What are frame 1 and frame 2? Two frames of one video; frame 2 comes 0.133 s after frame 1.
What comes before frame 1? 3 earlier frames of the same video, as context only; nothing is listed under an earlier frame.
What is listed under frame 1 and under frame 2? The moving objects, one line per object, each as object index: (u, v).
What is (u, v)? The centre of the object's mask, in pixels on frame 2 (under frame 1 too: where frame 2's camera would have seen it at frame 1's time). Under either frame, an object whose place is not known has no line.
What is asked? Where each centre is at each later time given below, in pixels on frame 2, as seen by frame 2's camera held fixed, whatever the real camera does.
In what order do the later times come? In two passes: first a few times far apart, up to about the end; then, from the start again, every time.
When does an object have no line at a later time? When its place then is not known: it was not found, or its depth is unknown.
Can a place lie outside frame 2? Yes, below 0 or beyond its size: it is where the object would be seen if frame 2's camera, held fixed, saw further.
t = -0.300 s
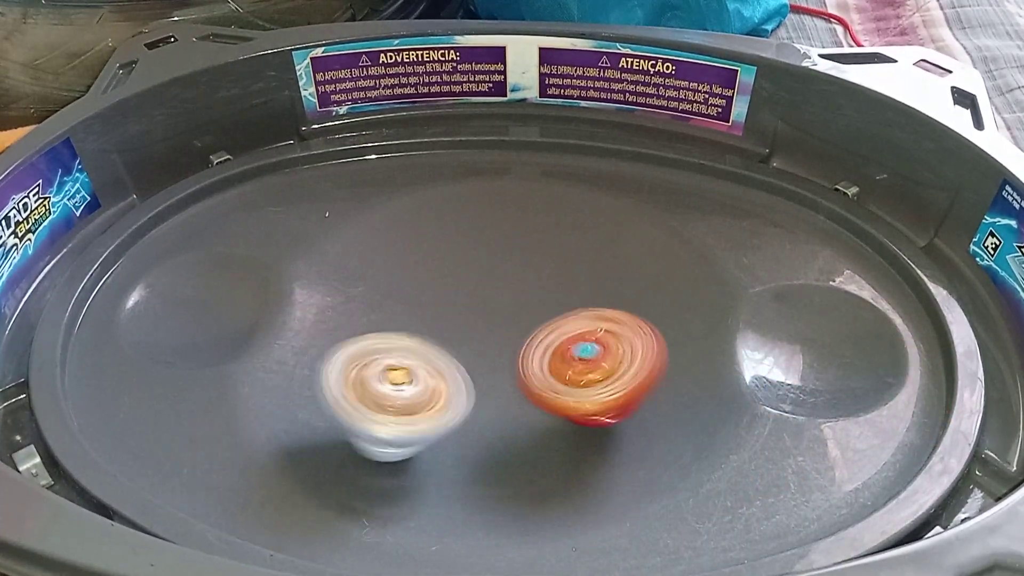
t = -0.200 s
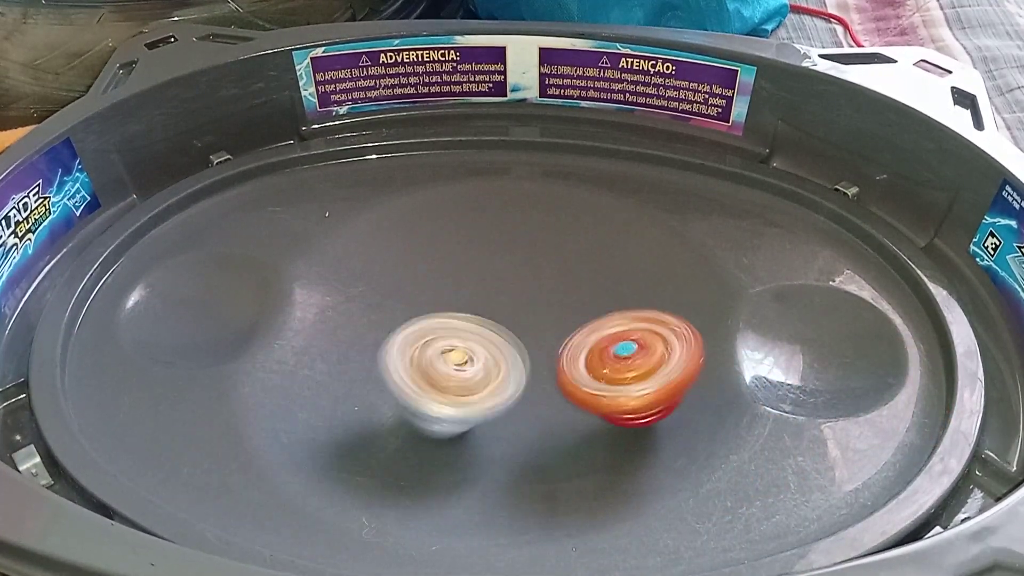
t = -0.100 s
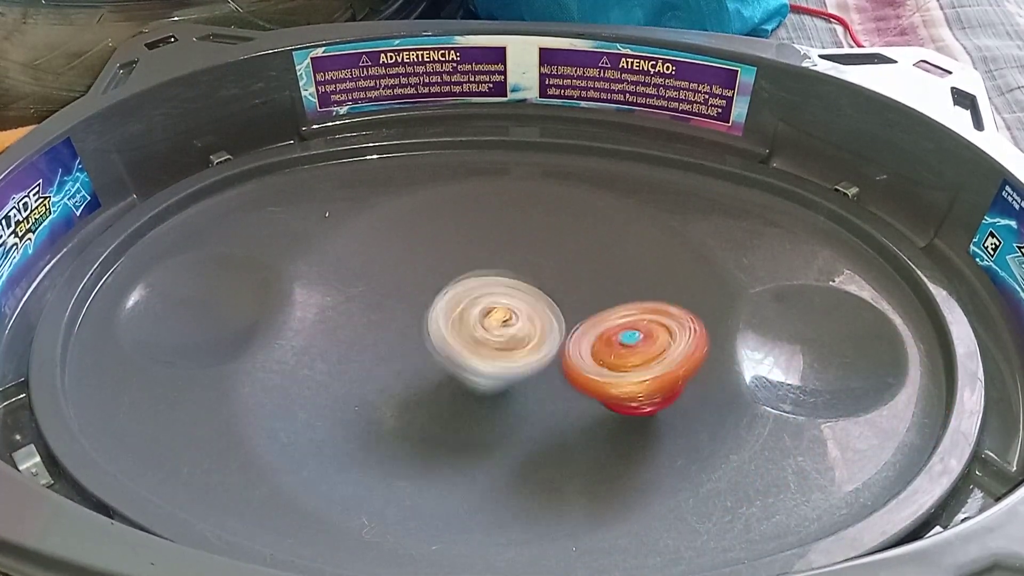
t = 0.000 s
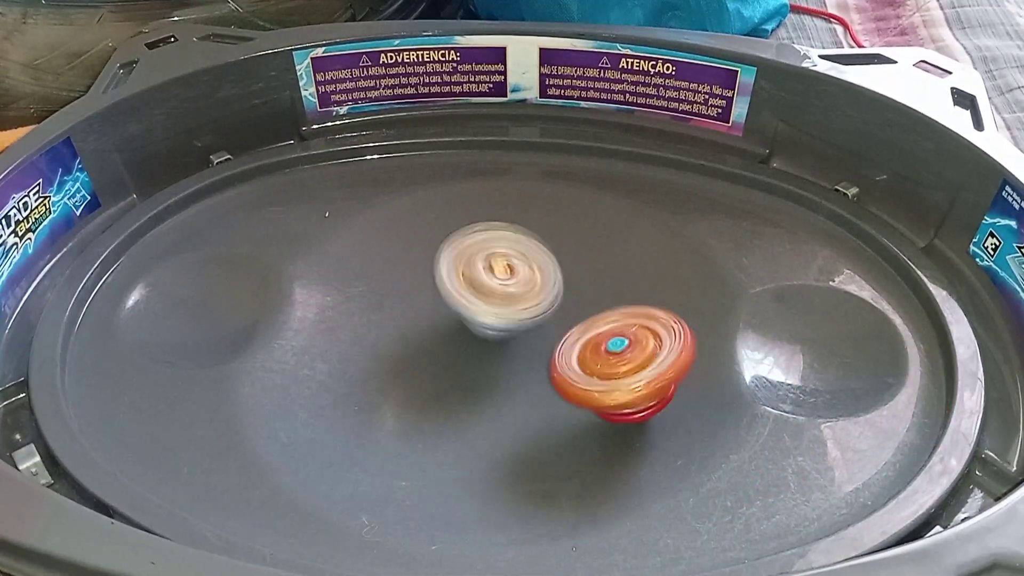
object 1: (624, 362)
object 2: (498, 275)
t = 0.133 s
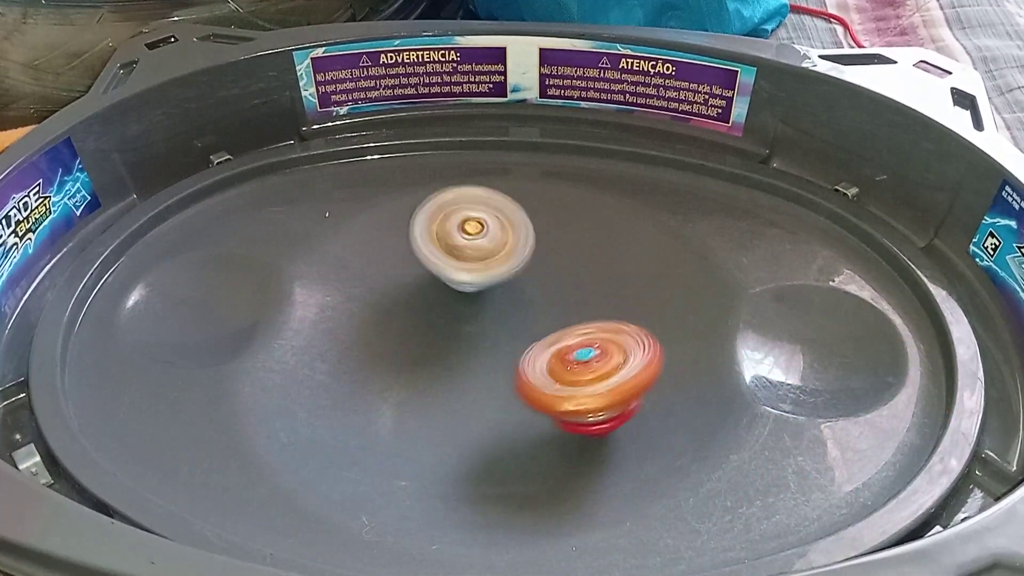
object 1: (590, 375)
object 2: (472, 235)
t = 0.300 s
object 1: (501, 392)
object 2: (448, 261)
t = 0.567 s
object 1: (361, 401)
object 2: (529, 312)
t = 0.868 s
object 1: (403, 348)
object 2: (584, 339)
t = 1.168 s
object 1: (491, 267)
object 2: (518, 371)
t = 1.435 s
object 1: (540, 278)
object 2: (423, 367)
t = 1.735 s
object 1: (564, 371)
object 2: (414, 332)
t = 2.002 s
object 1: (530, 417)
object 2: (478, 308)
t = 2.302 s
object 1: (427, 370)
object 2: (553, 303)
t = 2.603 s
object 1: (393, 296)
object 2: (541, 345)
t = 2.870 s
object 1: (461, 296)
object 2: (475, 390)
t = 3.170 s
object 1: (584, 300)
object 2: (409, 413)
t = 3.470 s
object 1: (566, 377)
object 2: (446, 307)
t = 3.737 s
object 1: (453, 395)
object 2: (473, 250)
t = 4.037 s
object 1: (386, 331)
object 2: (541, 332)
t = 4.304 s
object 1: (440, 298)
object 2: (573, 403)
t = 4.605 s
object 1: (570, 320)
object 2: (465, 407)
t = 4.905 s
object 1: (571, 367)
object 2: (391, 330)
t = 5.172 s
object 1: (438, 375)
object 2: (448, 270)
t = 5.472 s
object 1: (402, 331)
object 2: (550, 305)
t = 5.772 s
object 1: (509, 316)
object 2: (573, 396)
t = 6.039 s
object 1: (566, 322)
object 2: (476, 421)
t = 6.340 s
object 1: (541, 366)
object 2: (405, 298)
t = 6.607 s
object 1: (485, 362)
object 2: (466, 249)
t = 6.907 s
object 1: (383, 381)
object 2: (600, 334)
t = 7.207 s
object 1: (477, 343)
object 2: (561, 415)
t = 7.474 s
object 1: (575, 318)
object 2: (364, 353)
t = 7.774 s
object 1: (508, 359)
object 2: (379, 288)
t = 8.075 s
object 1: (416, 371)
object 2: (562, 259)
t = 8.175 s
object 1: (429, 363)
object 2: (556, 274)
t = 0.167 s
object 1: (574, 379)
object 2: (465, 234)
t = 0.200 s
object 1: (557, 383)
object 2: (458, 237)
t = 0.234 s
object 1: (539, 387)
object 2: (453, 243)
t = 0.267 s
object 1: (520, 389)
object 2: (450, 251)
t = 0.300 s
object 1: (501, 392)
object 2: (448, 261)
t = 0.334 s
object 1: (482, 393)
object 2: (448, 272)
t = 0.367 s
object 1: (463, 394)
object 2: (452, 284)
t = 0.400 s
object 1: (444, 398)
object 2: (460, 295)
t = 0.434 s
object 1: (420, 402)
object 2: (476, 301)
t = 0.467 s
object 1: (401, 404)
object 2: (490, 304)
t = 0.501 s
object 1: (386, 404)
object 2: (504, 307)
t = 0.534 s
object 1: (373, 403)
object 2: (517, 310)
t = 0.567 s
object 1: (361, 401)
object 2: (529, 312)
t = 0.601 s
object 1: (354, 399)
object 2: (540, 315)
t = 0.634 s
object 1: (351, 396)
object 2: (550, 317)
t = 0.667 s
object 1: (352, 393)
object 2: (559, 320)
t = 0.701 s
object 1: (355, 390)
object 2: (566, 323)
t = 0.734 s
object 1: (362, 384)
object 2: (573, 325)
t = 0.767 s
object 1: (371, 376)
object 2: (578, 328)
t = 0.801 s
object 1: (382, 368)
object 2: (581, 331)
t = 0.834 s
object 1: (393, 358)
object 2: (583, 335)
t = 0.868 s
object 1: (403, 348)
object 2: (584, 339)
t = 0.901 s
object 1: (413, 338)
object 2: (583, 342)
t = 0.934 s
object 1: (423, 328)
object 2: (580, 346)
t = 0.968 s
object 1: (433, 318)
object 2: (575, 350)
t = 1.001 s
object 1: (444, 308)
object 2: (569, 355)
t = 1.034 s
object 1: (455, 299)
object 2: (561, 359)
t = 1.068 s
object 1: (464, 290)
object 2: (553, 362)
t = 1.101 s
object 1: (473, 281)
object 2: (542, 365)
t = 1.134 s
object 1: (482, 274)
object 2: (530, 368)
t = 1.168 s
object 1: (491, 267)
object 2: (518, 371)
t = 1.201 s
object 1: (498, 262)
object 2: (503, 373)
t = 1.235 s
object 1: (506, 258)
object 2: (491, 373)
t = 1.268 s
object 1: (513, 256)
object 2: (478, 374)
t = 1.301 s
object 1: (520, 256)
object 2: (465, 374)
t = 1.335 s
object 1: (525, 259)
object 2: (453, 373)
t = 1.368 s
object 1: (530, 263)
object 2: (440, 371)
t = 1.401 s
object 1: (535, 269)
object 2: (432, 369)
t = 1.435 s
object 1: (540, 278)
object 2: (423, 367)
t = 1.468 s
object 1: (545, 286)
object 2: (416, 365)
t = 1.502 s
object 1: (549, 296)
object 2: (410, 362)
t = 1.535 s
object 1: (552, 306)
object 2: (406, 359)
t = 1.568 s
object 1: (556, 317)
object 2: (405, 355)
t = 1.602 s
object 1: (559, 328)
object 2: (403, 348)
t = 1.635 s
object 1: (561, 340)
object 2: (405, 345)
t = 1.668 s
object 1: (563, 351)
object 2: (406, 341)
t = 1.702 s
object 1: (565, 361)
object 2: (410, 336)
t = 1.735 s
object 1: (564, 371)
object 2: (414, 332)
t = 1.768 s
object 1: (563, 381)
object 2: (419, 328)
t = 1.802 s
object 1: (562, 390)
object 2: (424, 324)
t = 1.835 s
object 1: (559, 399)
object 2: (431, 321)
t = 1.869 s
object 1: (556, 405)
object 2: (439, 317)
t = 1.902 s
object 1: (553, 411)
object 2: (448, 315)
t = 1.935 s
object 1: (546, 414)
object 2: (457, 313)
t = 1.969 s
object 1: (539, 417)
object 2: (468, 310)
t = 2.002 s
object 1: (530, 417)
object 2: (478, 308)
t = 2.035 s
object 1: (519, 416)
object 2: (489, 306)
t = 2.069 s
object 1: (509, 413)
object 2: (499, 305)
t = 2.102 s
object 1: (498, 410)
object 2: (509, 304)
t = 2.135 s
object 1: (486, 404)
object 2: (518, 304)
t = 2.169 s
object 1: (474, 399)
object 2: (527, 304)
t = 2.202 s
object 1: (461, 394)
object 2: (536, 302)
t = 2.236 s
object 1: (448, 386)
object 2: (544, 301)
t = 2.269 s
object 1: (437, 379)
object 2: (549, 302)
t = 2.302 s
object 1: (427, 370)
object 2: (553, 303)
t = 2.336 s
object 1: (418, 362)
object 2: (556, 305)
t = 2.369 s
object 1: (411, 353)
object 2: (558, 306)
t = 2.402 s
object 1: (404, 343)
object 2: (560, 308)
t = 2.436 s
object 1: (399, 334)
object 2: (560, 313)
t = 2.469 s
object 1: (396, 325)
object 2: (559, 317)
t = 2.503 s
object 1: (393, 317)
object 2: (557, 324)
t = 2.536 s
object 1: (392, 309)
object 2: (554, 330)
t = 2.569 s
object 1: (392, 302)
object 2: (549, 338)
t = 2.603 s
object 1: (393, 296)
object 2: (541, 345)
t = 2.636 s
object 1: (397, 292)
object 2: (535, 353)
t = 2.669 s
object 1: (401, 289)
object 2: (526, 360)
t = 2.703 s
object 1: (409, 287)
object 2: (519, 367)
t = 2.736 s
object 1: (416, 287)
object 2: (508, 375)
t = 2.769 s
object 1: (427, 288)
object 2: (500, 380)
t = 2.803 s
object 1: (437, 291)
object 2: (490, 384)
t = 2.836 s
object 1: (449, 293)
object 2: (482, 388)
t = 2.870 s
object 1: (461, 296)
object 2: (475, 390)
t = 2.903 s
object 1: (479, 295)
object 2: (462, 394)
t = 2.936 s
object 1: (501, 290)
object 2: (448, 407)
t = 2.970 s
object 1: (519, 288)
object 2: (434, 414)
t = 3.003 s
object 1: (535, 288)
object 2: (423, 418)
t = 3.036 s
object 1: (547, 287)
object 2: (415, 420)
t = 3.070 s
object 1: (558, 289)
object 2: (411, 421)
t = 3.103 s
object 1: (568, 291)
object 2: (408, 421)
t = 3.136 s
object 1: (577, 294)
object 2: (407, 418)
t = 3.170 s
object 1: (584, 300)
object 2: (409, 413)
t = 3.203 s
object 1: (590, 306)
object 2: (412, 409)
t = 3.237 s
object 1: (594, 313)
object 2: (416, 400)
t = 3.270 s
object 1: (595, 322)
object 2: (420, 390)
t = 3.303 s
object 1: (595, 331)
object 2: (424, 376)
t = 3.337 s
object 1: (592, 340)
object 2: (428, 363)
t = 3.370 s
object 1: (588, 350)
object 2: (436, 351)
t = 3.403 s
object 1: (581, 359)
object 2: (440, 335)
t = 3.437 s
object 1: (575, 368)
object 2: (442, 321)
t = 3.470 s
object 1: (566, 377)
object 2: (446, 307)
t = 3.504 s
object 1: (554, 385)
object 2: (449, 292)
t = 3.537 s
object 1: (542, 390)
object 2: (453, 282)
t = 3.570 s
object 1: (528, 396)
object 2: (456, 270)
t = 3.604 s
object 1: (513, 399)
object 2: (458, 262)
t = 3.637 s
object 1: (498, 401)
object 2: (463, 254)
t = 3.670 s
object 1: (483, 401)
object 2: (466, 250)
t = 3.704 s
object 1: (467, 399)
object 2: (470, 249)
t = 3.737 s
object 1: (453, 395)
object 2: (473, 250)
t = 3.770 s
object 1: (441, 391)
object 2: (476, 253)
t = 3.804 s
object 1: (428, 384)
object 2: (480, 257)
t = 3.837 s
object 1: (418, 377)
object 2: (486, 263)
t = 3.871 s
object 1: (411, 370)
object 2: (493, 273)
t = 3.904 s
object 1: (405, 362)
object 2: (502, 284)
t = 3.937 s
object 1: (397, 353)
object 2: (511, 296)
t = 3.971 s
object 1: (388, 345)
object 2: (522, 309)
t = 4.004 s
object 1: (386, 338)
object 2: (531, 320)
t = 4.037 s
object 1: (386, 331)
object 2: (541, 332)
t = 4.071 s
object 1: (386, 323)
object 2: (551, 344)
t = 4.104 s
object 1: (389, 316)
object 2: (556, 354)
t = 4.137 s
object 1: (394, 310)
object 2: (564, 365)
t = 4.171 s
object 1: (400, 306)
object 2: (569, 374)
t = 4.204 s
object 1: (409, 302)
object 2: (574, 384)
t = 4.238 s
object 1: (417, 299)
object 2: (577, 392)
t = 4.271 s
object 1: (428, 299)
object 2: (576, 398)
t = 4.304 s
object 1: (440, 298)
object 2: (573, 403)
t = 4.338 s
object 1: (451, 301)
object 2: (568, 406)
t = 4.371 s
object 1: (464, 303)
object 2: (563, 408)
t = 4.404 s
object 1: (478, 305)
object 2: (555, 407)
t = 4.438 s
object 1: (492, 310)
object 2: (545, 406)
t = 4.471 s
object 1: (510, 312)
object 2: (534, 403)
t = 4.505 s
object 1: (527, 313)
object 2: (513, 408)
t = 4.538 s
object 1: (544, 315)
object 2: (495, 407)
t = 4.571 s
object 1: (557, 316)
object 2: (479, 408)
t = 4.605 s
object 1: (570, 320)
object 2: (465, 407)
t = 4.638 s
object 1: (577, 323)
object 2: (450, 401)
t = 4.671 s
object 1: (583, 327)
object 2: (436, 397)
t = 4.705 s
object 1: (590, 330)
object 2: (425, 390)
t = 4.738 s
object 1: (592, 336)
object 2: (412, 382)
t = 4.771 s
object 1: (594, 342)
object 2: (407, 373)
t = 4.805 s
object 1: (591, 349)
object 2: (398, 363)
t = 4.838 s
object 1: (588, 355)
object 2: (395, 353)
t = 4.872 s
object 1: (581, 361)
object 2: (392, 340)
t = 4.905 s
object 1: (571, 367)
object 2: (391, 330)
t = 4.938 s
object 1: (559, 371)
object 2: (393, 319)
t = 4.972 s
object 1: (545, 375)
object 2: (395, 309)
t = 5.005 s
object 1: (529, 377)
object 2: (402, 301)
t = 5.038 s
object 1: (510, 377)
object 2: (407, 292)
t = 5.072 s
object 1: (491, 378)
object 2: (416, 286)
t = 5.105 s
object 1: (473, 377)
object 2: (424, 280)
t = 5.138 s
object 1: (455, 377)
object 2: (436, 275)
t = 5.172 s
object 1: (438, 375)
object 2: (448, 270)
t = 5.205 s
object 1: (424, 372)
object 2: (458, 270)
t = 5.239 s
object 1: (414, 368)
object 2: (470, 268)
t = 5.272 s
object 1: (405, 363)
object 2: (480, 270)
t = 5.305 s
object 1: (400, 359)
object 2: (493, 271)
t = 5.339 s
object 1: (396, 353)
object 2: (503, 276)
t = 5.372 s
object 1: (394, 347)
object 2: (517, 281)
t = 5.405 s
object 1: (395, 341)
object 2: (527, 287)
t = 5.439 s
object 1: (398, 336)
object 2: (540, 296)
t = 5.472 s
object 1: (402, 331)
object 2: (550, 305)
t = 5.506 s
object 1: (409, 328)
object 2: (560, 316)
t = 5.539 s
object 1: (417, 324)
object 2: (568, 324)
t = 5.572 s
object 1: (427, 322)
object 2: (575, 335)
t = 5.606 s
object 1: (440, 319)
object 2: (581, 344)
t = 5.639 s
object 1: (452, 320)
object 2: (583, 357)
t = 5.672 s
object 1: (468, 318)
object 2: (585, 368)
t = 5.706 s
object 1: (482, 319)
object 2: (584, 378)
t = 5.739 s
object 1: (497, 317)
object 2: (581, 386)
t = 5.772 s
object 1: (509, 316)
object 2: (573, 396)
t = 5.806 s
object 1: (523, 310)
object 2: (564, 408)
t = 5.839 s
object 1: (536, 311)
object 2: (555, 417)
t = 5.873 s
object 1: (543, 310)
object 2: (546, 421)
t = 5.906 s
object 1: (549, 309)
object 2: (532, 427)
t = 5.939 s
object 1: (556, 310)
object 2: (521, 427)
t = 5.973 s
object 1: (562, 313)
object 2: (505, 431)
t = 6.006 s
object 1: (564, 317)
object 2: (493, 425)
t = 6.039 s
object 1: (566, 322)
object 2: (476, 421)
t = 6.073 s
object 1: (565, 328)
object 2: (464, 412)
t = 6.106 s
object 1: (562, 335)
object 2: (450, 404)
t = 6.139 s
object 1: (557, 341)
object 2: (438, 392)
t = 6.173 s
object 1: (556, 345)
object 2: (424, 378)
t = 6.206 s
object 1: (553, 350)
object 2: (414, 362)
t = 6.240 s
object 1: (548, 355)
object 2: (407, 345)
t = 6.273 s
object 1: (547, 359)
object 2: (404, 329)
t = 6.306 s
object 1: (546, 363)
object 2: (403, 312)
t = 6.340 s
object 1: (541, 366)
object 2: (405, 298)
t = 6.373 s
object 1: (537, 369)
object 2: (407, 286)
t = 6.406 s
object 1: (528, 371)
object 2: (413, 272)
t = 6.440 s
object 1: (523, 372)
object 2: (420, 262)
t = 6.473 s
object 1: (514, 372)
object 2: (426, 253)
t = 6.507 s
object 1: (507, 371)
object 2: (436, 248)
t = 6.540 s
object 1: (498, 369)
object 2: (444, 245)
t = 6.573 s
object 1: (492, 366)
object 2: (457, 245)
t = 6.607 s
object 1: (485, 362)
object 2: (466, 249)
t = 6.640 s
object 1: (480, 358)
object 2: (480, 252)
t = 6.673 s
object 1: (471, 356)
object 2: (495, 257)
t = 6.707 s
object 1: (449, 366)
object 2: (514, 261)
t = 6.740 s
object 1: (429, 373)
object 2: (535, 265)
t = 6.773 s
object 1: (412, 379)
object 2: (550, 277)
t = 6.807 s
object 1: (400, 381)
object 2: (564, 289)
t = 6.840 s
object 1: (389, 383)
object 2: (576, 303)
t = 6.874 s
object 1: (383, 381)
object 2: (588, 317)
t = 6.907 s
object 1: (383, 381)
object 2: (600, 334)
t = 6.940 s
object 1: (386, 378)
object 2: (608, 350)
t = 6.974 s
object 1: (388, 375)
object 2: (610, 360)
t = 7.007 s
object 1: (392, 370)
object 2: (613, 375)
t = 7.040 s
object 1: (402, 365)
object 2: (613, 385)
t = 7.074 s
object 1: (417, 363)
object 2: (608, 397)
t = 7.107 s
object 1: (427, 357)
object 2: (603, 405)
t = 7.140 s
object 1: (441, 351)
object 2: (593, 407)
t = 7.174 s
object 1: (460, 347)
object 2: (578, 413)
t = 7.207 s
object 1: (477, 343)
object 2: (561, 415)
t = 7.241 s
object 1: (491, 337)
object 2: (539, 416)
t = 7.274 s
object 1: (509, 330)
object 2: (517, 414)
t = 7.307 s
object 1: (527, 327)
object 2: (488, 409)
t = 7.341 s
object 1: (541, 323)
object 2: (463, 402)
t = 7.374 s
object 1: (552, 318)
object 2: (432, 392)
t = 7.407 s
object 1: (563, 315)
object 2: (405, 380)
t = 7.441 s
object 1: (572, 318)
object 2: (381, 364)
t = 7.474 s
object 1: (575, 318)
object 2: (364, 353)
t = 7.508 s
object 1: (577, 320)
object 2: (345, 336)
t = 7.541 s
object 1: (576, 323)
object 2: (337, 325)
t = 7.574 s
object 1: (575, 327)
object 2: (329, 313)
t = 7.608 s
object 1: (571, 332)
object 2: (331, 307)
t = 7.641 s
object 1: (563, 339)
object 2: (334, 300)
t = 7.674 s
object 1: (553, 345)
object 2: (340, 295)
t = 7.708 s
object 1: (541, 351)
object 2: (352, 293)
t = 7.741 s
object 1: (526, 355)
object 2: (364, 291)
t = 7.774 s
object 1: (508, 359)
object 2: (379, 288)
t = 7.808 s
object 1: (493, 363)
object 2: (400, 286)
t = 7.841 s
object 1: (474, 365)
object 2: (421, 281)
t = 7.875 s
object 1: (452, 373)
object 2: (454, 277)
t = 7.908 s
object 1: (433, 383)
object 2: (490, 282)
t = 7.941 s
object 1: (422, 385)
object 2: (516, 278)
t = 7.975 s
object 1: (413, 384)
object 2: (537, 272)
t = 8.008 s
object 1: (411, 382)
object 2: (548, 266)
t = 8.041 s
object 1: (410, 377)
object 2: (559, 261)
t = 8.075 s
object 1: (416, 371)
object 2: (562, 259)
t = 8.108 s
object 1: (419, 368)
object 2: (562, 261)
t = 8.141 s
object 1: (423, 365)
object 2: (560, 267)
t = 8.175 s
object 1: (429, 363)
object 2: (556, 274)
